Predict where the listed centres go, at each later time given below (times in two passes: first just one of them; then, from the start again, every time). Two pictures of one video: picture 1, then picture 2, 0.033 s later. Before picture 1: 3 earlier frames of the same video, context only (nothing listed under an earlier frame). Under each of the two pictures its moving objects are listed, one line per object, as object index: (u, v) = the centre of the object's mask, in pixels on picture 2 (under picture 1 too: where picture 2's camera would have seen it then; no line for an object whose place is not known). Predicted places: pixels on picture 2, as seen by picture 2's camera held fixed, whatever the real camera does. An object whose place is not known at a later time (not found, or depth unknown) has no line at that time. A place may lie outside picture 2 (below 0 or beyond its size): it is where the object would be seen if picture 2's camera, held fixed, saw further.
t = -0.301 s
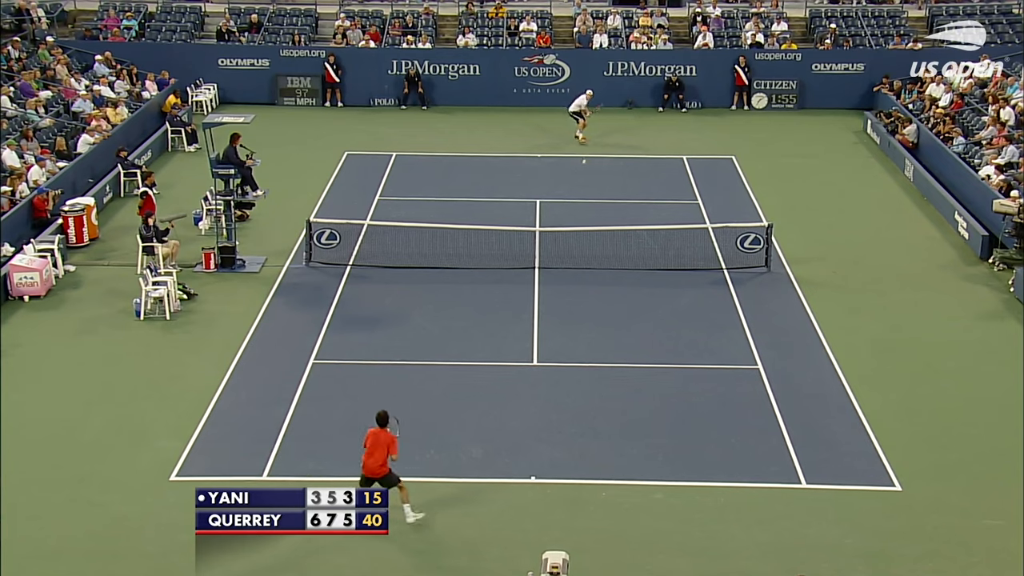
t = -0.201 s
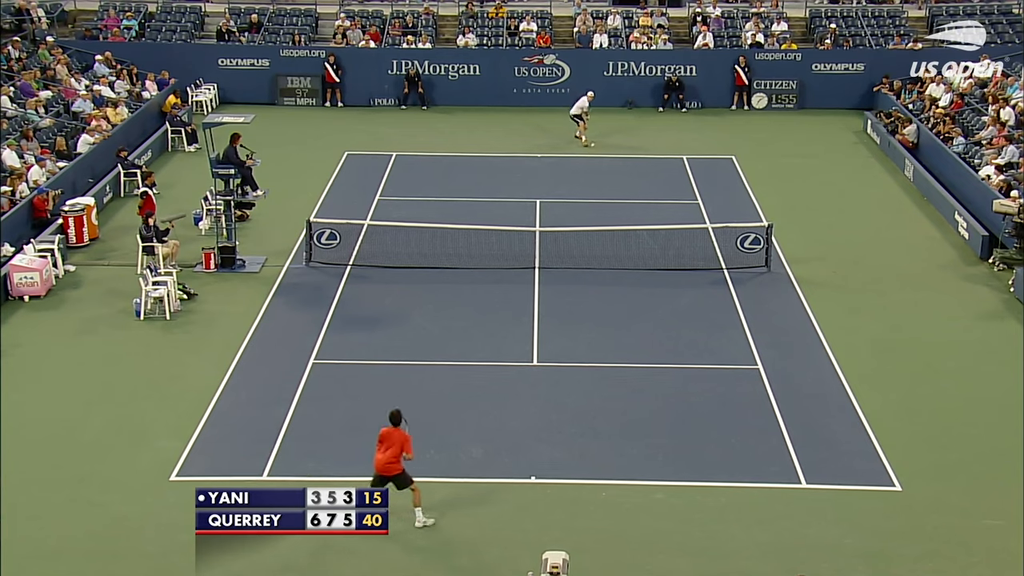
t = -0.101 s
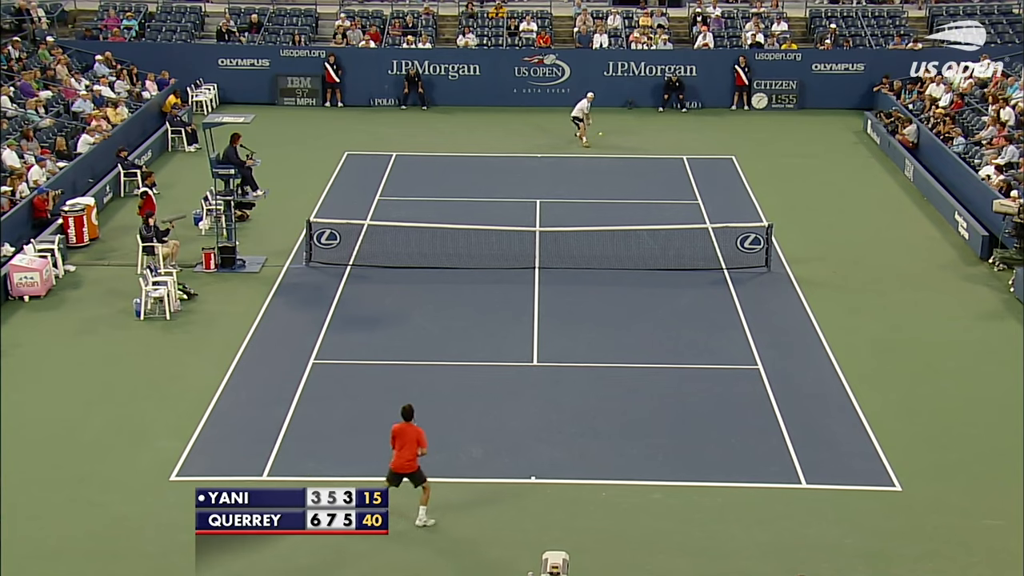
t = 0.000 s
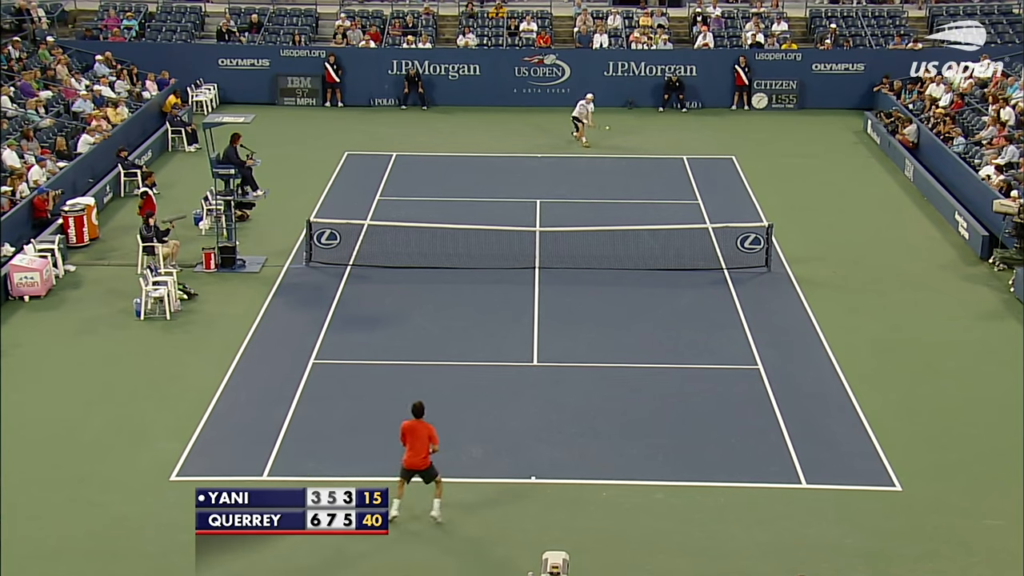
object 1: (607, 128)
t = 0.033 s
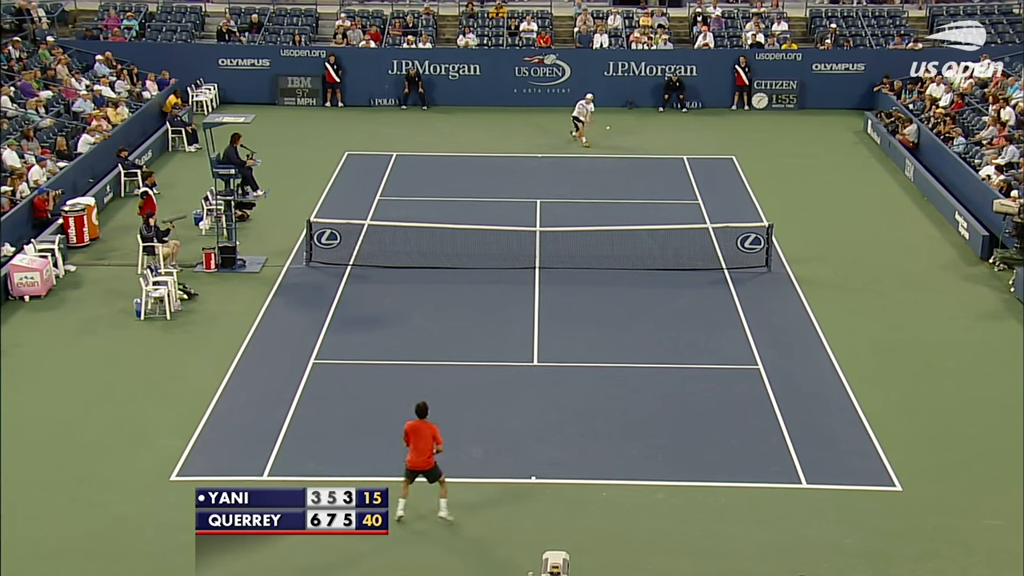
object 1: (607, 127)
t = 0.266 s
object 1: (612, 142)
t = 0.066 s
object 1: (608, 128)
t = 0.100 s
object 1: (609, 129)
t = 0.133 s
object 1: (609, 131)
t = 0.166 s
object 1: (610, 133)
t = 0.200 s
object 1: (610, 135)
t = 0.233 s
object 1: (611, 138)
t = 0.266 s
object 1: (612, 142)
